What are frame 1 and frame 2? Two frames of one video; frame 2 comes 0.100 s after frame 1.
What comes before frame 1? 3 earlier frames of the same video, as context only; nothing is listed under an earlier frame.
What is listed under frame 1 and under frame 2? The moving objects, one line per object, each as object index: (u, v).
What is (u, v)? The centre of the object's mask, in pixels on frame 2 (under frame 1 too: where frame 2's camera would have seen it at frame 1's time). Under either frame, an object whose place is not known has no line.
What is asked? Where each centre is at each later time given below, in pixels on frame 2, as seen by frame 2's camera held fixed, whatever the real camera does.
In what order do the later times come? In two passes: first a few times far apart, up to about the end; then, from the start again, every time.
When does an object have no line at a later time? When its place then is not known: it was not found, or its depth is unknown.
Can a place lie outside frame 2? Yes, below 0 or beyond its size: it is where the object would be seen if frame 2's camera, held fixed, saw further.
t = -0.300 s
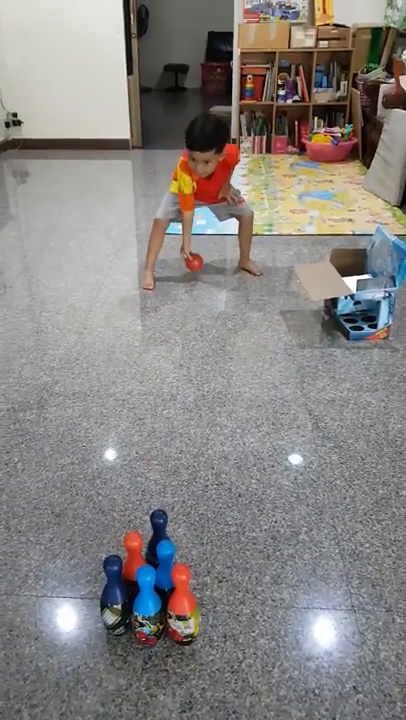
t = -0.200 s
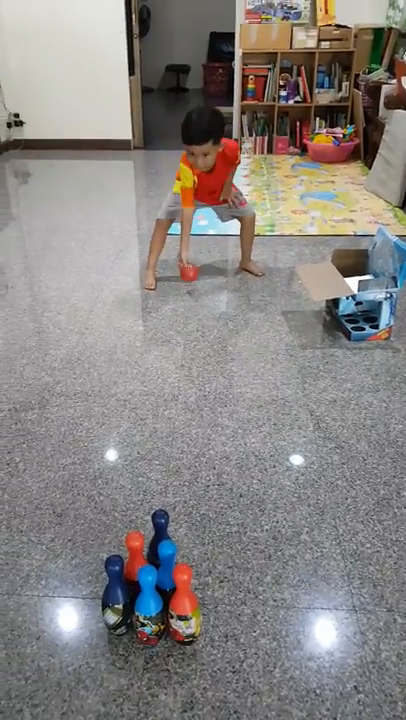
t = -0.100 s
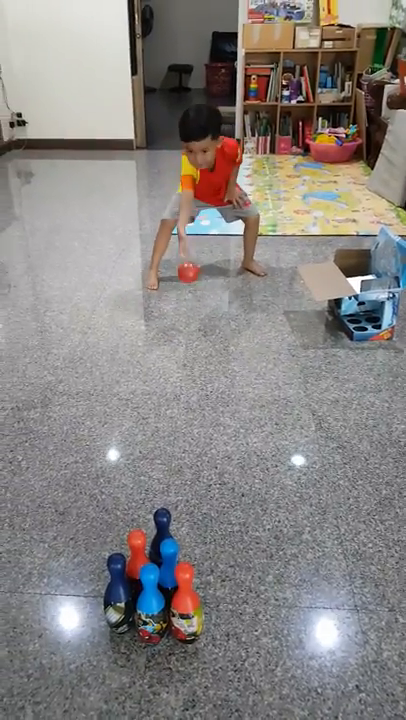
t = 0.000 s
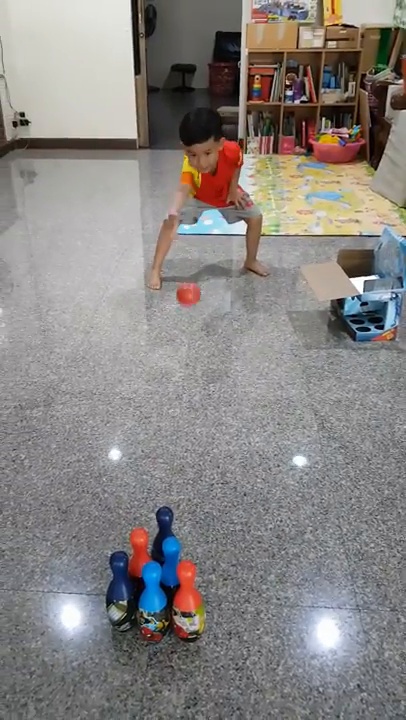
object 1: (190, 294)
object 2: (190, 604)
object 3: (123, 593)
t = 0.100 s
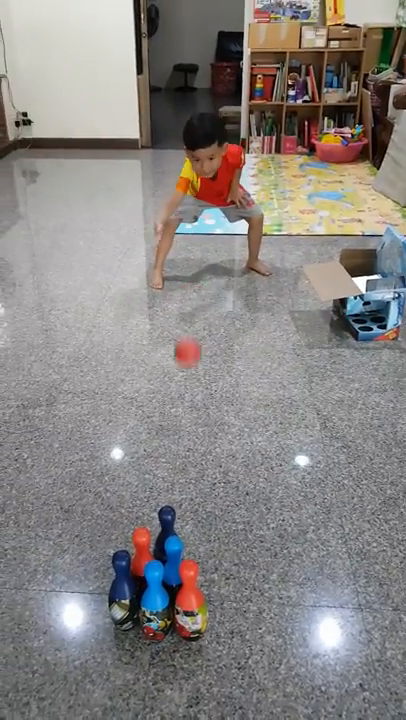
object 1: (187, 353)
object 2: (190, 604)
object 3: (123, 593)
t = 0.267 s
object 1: (180, 465)
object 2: (190, 604)
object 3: (123, 593)
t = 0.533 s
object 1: (187, 564)
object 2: (204, 631)
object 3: (104, 614)
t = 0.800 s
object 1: (183, 698)
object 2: (263, 684)
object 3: (75, 669)
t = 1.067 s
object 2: (304, 702)
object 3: (70, 692)
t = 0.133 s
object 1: (186, 381)
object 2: (190, 604)
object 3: (123, 593)
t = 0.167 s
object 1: (184, 416)
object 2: (190, 604)
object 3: (123, 593)
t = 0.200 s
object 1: (183, 461)
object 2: (190, 604)
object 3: (122, 593)
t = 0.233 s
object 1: (181, 461)
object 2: (190, 604)
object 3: (123, 593)
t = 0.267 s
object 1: (180, 465)
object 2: (190, 604)
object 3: (123, 593)
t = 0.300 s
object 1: (178, 474)
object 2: (190, 604)
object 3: (123, 593)
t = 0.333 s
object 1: (177, 487)
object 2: (190, 604)
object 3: (123, 593)
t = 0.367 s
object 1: (177, 496)
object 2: (190, 604)
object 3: (122, 594)
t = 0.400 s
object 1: (179, 506)
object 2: (191, 605)
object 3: (118, 600)
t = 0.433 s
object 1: (181, 522)
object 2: (192, 606)
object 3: (114, 604)
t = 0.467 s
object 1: (183, 534)
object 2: (194, 611)
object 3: (110, 607)
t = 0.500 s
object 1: (185, 546)
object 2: (199, 619)
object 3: (107, 609)
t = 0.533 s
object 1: (187, 564)
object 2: (204, 631)
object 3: (104, 614)
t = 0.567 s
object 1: (189, 586)
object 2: (213, 649)
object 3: (101, 617)
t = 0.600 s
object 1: (191, 609)
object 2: (221, 675)
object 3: (97, 623)
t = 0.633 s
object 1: (192, 632)
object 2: (222, 684)
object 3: (88, 632)
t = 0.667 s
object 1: (190, 653)
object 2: (231, 686)
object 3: (89, 635)
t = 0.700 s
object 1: (187, 662)
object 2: (238, 681)
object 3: (85, 642)
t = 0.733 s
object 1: (186, 671)
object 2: (246, 679)
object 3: (82, 651)
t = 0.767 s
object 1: (185, 686)
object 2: (255, 680)
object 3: (80, 670)
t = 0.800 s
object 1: (183, 698)
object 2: (263, 684)
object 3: (75, 669)
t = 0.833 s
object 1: (183, 710)
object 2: (271, 690)
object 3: (72, 670)
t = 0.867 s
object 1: (179, 713)
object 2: (276, 697)
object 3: (68, 674)
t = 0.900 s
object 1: (178, 715)
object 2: (283, 697)
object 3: (66, 678)
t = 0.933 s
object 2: (288, 698)
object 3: (68, 680)
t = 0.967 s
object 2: (293, 701)
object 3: (71, 685)
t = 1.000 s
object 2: (296, 704)
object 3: (71, 686)
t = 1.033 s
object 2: (300, 702)
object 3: (70, 688)
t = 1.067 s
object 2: (304, 702)
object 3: (70, 692)
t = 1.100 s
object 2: (306, 703)
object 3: (70, 692)
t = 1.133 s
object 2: (310, 703)
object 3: (72, 692)
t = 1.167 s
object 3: (74, 693)
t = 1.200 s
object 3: (73, 693)
